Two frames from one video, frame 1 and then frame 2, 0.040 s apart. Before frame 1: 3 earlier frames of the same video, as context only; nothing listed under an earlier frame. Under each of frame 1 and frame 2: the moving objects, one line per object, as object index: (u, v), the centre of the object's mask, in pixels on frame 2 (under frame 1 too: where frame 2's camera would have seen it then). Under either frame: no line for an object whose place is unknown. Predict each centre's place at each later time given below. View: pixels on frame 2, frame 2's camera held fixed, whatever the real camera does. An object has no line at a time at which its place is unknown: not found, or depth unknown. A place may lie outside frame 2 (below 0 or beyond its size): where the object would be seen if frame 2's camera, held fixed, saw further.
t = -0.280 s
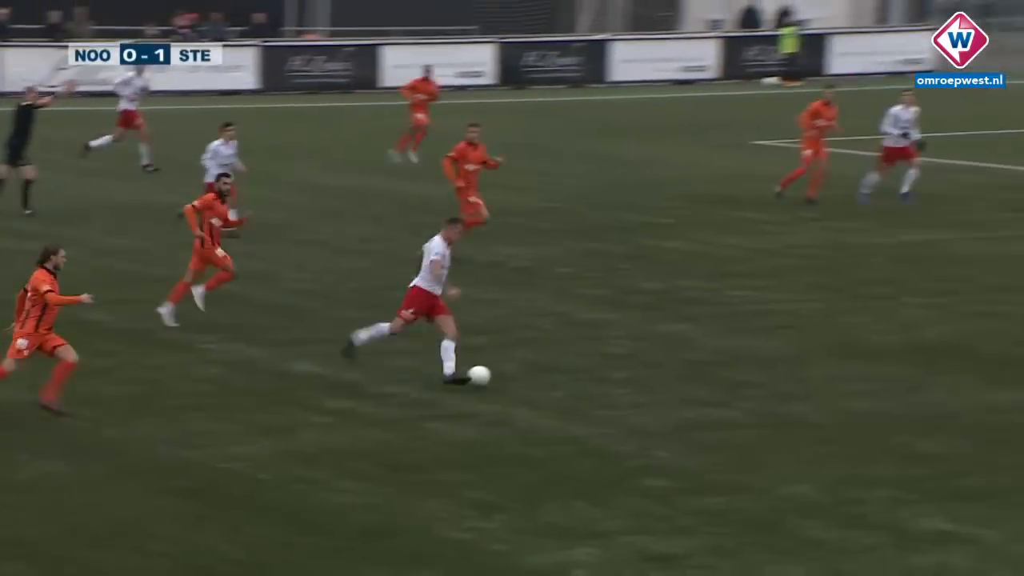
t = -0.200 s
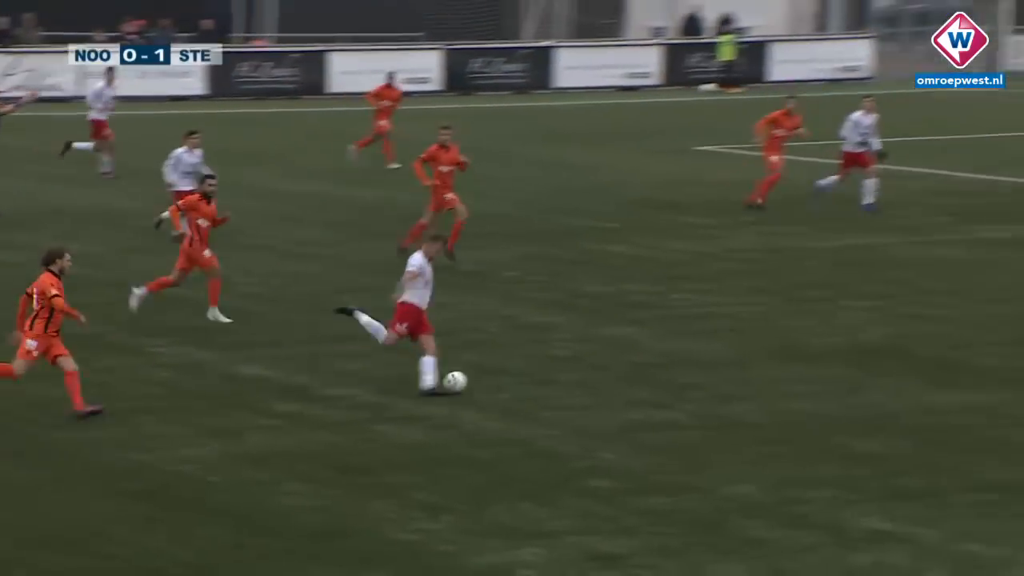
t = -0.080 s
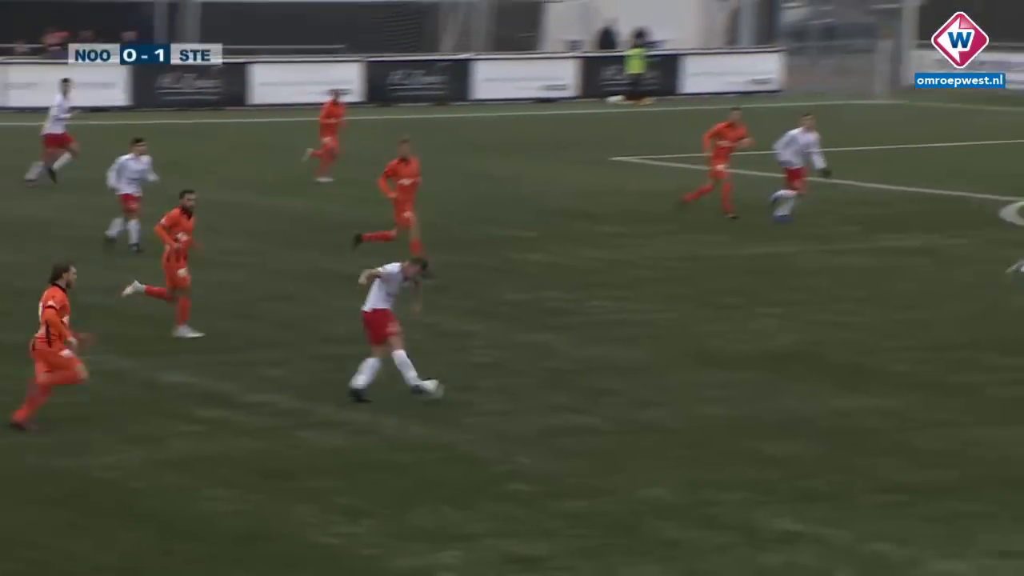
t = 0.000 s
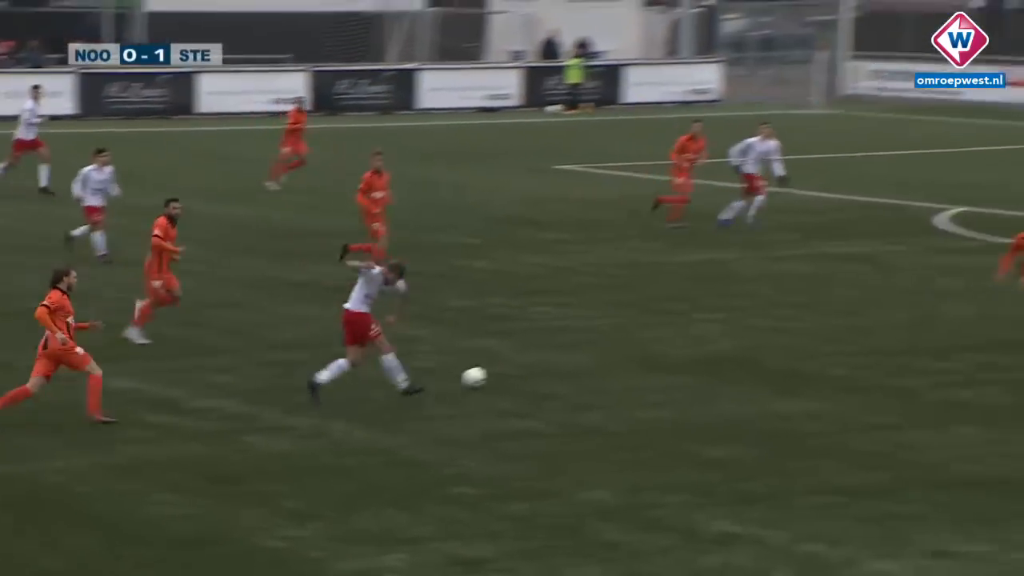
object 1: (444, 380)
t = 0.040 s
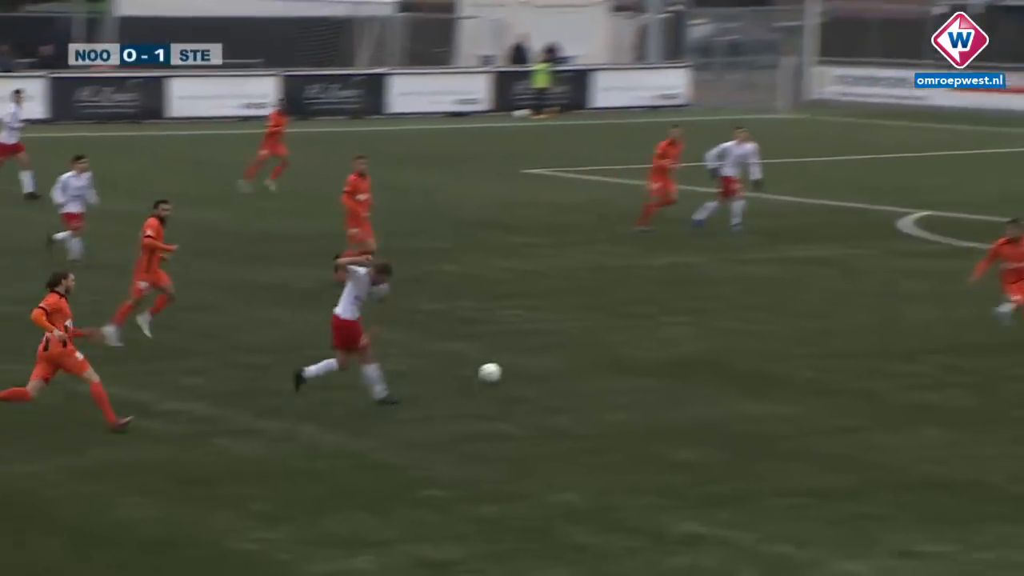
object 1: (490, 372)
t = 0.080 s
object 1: (532, 366)
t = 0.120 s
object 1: (572, 359)
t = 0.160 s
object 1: (609, 353)
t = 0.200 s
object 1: (644, 346)
